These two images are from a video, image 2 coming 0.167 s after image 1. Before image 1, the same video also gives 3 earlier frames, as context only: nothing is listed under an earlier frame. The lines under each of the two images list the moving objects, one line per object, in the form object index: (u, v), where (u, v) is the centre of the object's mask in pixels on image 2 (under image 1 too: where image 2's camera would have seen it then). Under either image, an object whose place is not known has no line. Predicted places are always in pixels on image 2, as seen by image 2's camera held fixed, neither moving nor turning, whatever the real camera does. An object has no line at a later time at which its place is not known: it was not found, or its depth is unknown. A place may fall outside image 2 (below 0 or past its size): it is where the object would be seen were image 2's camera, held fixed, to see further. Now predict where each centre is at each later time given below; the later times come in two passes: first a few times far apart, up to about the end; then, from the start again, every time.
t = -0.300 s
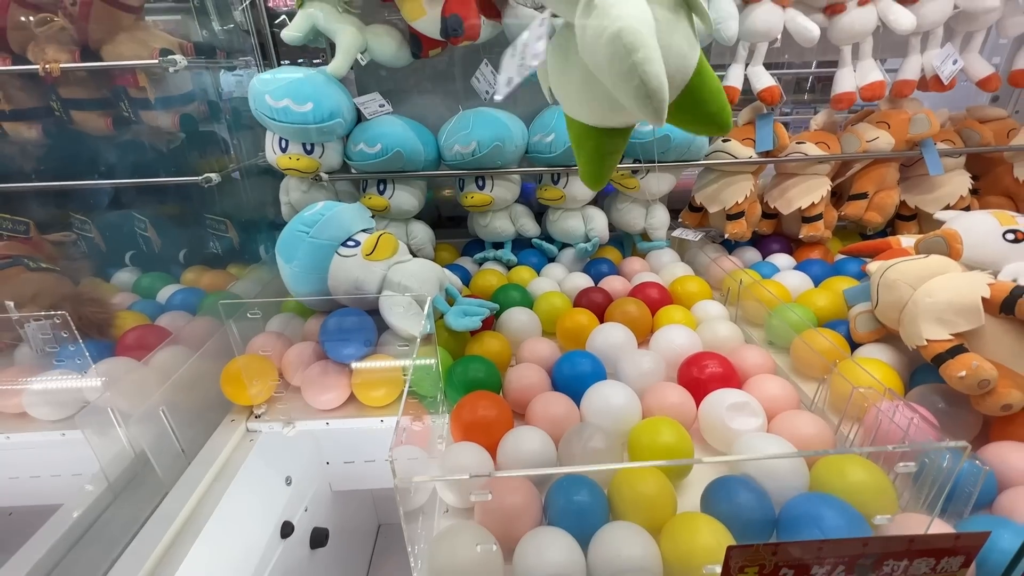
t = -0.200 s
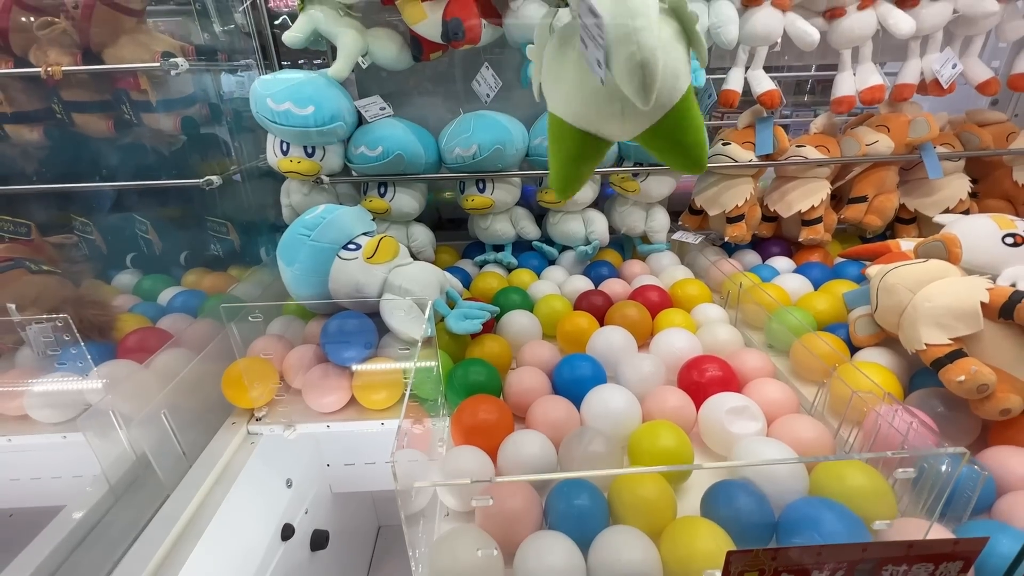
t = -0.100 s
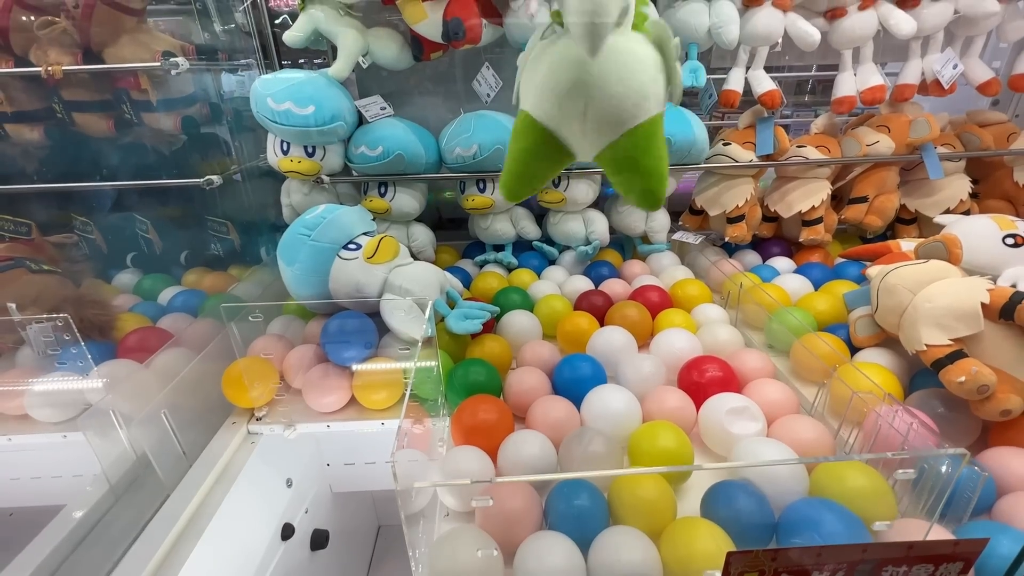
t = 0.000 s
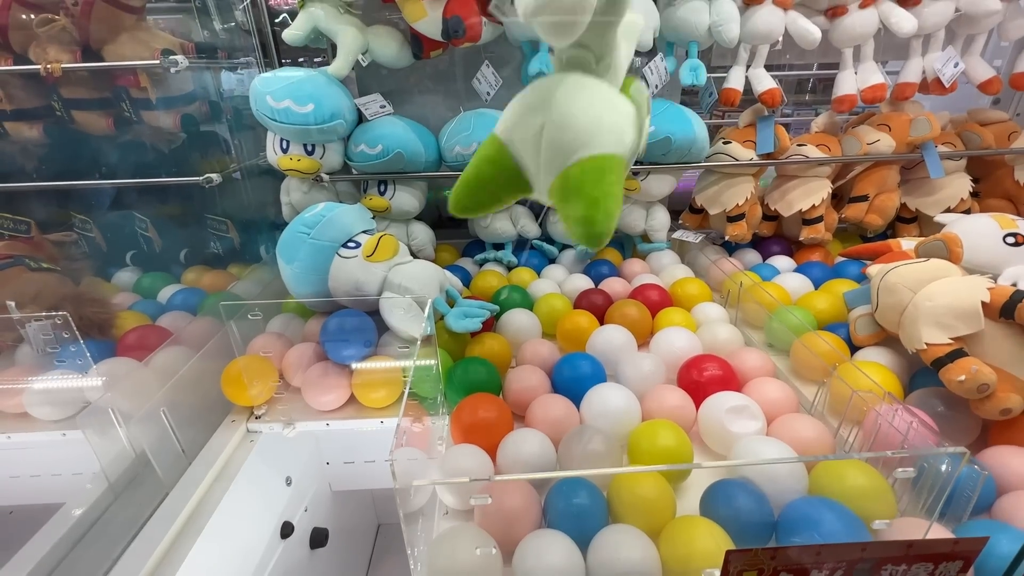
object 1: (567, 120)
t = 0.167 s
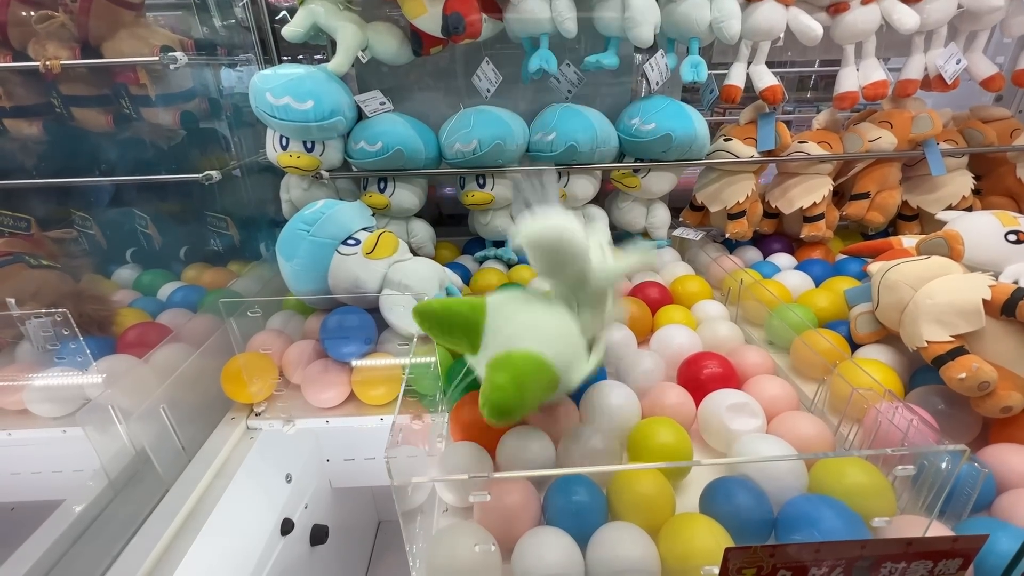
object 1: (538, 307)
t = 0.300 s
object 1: (566, 339)
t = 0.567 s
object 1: (599, 369)
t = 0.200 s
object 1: (536, 355)
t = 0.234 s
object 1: (549, 343)
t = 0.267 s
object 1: (559, 338)
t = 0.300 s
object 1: (566, 339)
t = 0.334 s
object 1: (587, 352)
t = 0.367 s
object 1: (593, 360)
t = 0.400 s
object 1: (603, 366)
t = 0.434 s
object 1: (609, 367)
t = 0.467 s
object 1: (612, 369)
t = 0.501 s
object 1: (608, 369)
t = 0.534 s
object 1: (602, 371)
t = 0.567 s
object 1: (599, 369)
